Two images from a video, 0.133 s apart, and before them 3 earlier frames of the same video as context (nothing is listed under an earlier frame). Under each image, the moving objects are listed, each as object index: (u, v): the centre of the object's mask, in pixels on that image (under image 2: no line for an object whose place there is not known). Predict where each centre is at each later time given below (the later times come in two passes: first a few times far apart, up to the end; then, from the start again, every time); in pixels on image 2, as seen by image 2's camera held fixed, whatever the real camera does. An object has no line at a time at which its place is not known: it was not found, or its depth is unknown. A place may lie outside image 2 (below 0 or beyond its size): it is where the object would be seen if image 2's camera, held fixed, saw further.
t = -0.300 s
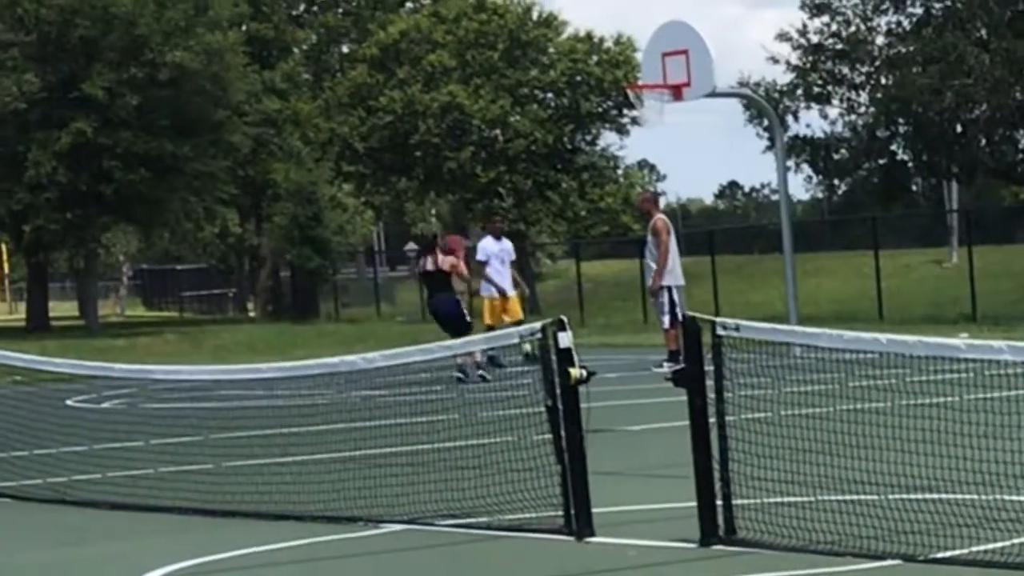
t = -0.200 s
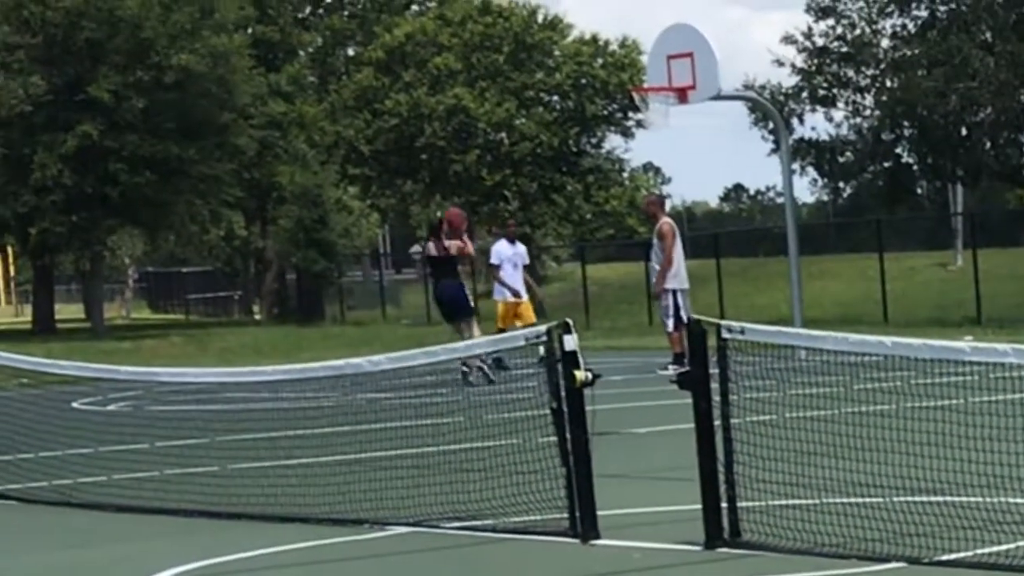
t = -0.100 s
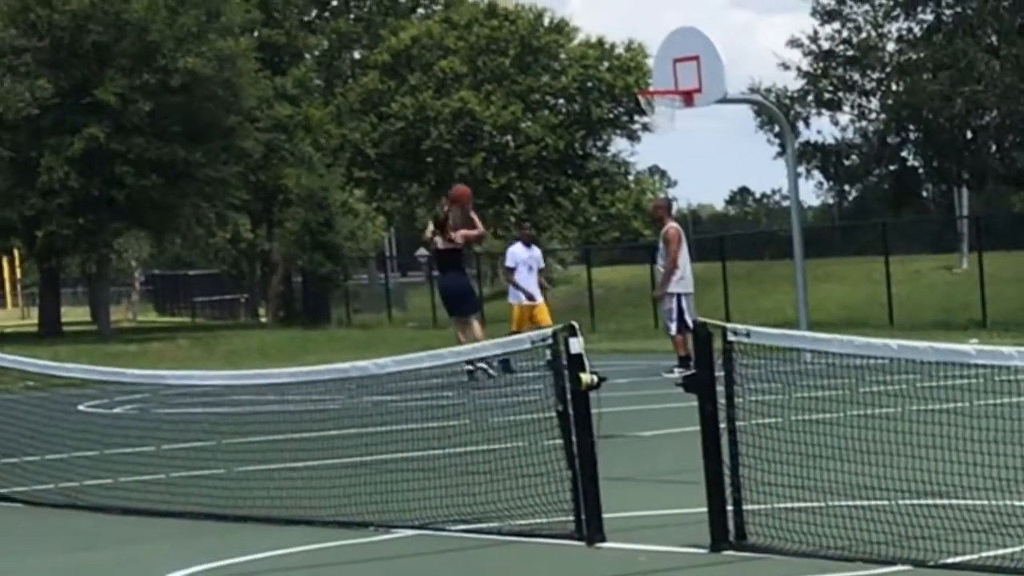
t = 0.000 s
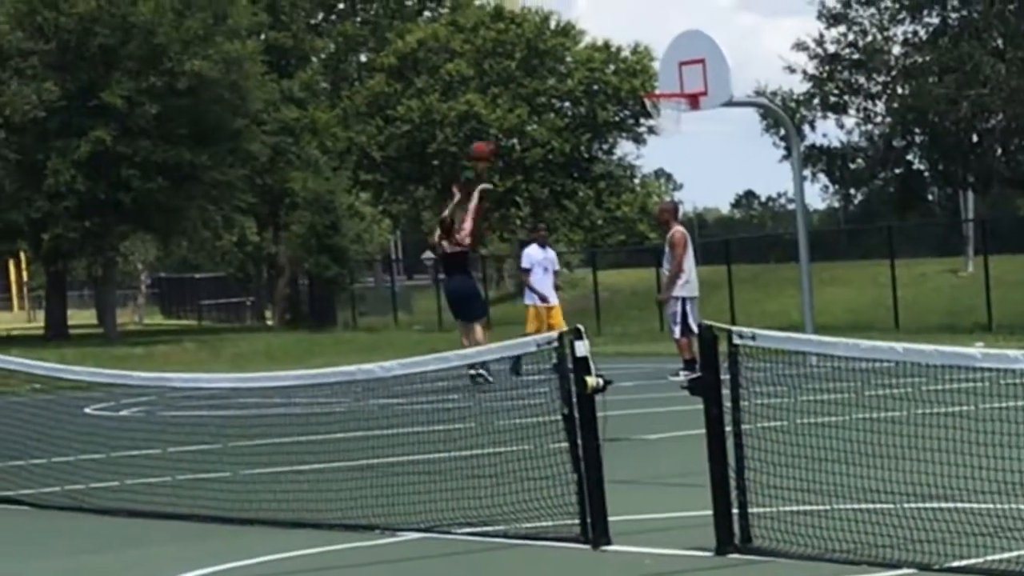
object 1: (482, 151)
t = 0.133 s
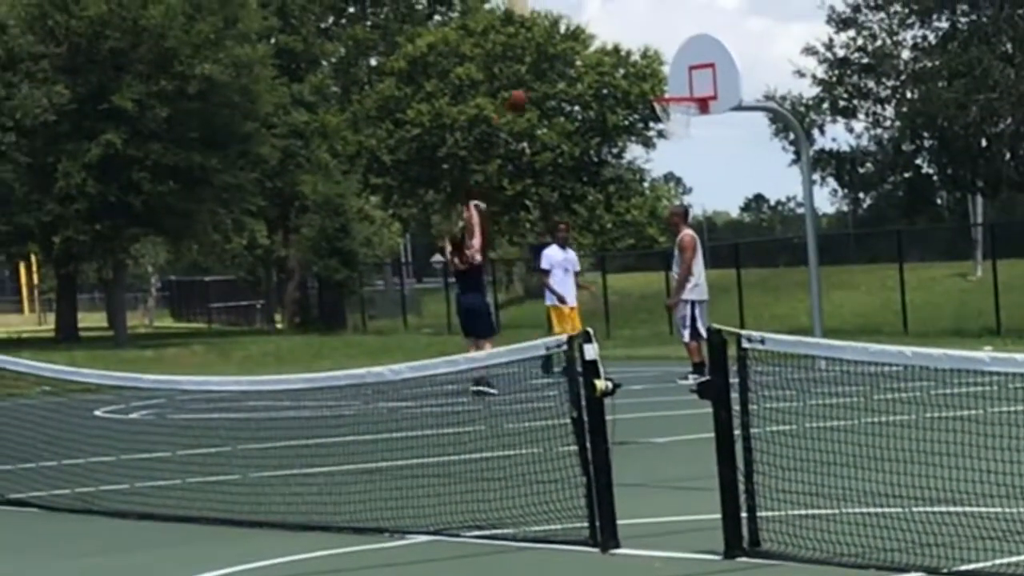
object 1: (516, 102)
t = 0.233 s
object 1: (536, 70)
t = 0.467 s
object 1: (584, 38)
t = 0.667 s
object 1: (628, 50)
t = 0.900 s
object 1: (677, 103)
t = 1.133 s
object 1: (686, 113)
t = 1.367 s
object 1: (669, 134)
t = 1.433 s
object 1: (666, 146)
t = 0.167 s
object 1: (523, 89)
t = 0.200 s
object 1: (529, 78)
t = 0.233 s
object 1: (536, 70)
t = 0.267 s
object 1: (543, 62)
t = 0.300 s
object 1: (547, 59)
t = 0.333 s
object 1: (556, 52)
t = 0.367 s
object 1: (564, 47)
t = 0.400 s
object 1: (569, 44)
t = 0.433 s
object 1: (577, 40)
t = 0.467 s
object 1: (584, 38)
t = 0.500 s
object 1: (589, 37)
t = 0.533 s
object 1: (599, 38)
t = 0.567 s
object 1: (607, 40)
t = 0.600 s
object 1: (613, 43)
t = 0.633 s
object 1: (620, 46)
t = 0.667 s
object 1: (628, 50)
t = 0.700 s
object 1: (635, 56)
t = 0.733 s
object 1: (640, 63)
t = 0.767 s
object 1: (649, 69)
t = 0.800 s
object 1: (657, 77)
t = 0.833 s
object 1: (665, 87)
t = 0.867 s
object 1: (669, 98)
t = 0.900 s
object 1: (677, 103)
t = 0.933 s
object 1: (682, 110)
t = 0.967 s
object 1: (688, 116)
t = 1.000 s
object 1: (690, 116)
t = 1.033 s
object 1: (690, 116)
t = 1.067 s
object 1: (689, 115)
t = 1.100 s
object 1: (688, 114)
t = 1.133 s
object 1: (686, 113)
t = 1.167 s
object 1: (684, 114)
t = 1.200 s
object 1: (682, 114)
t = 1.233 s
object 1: (680, 118)
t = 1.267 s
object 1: (677, 121)
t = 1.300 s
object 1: (674, 124)
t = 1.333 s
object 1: (671, 128)
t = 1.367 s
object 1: (669, 134)
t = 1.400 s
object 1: (667, 139)
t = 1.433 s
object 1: (666, 146)
